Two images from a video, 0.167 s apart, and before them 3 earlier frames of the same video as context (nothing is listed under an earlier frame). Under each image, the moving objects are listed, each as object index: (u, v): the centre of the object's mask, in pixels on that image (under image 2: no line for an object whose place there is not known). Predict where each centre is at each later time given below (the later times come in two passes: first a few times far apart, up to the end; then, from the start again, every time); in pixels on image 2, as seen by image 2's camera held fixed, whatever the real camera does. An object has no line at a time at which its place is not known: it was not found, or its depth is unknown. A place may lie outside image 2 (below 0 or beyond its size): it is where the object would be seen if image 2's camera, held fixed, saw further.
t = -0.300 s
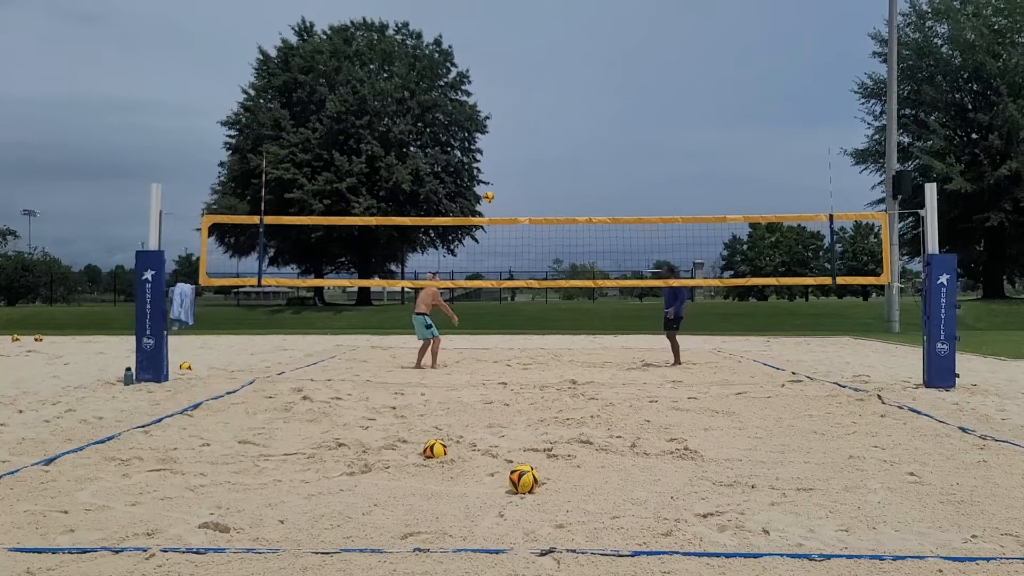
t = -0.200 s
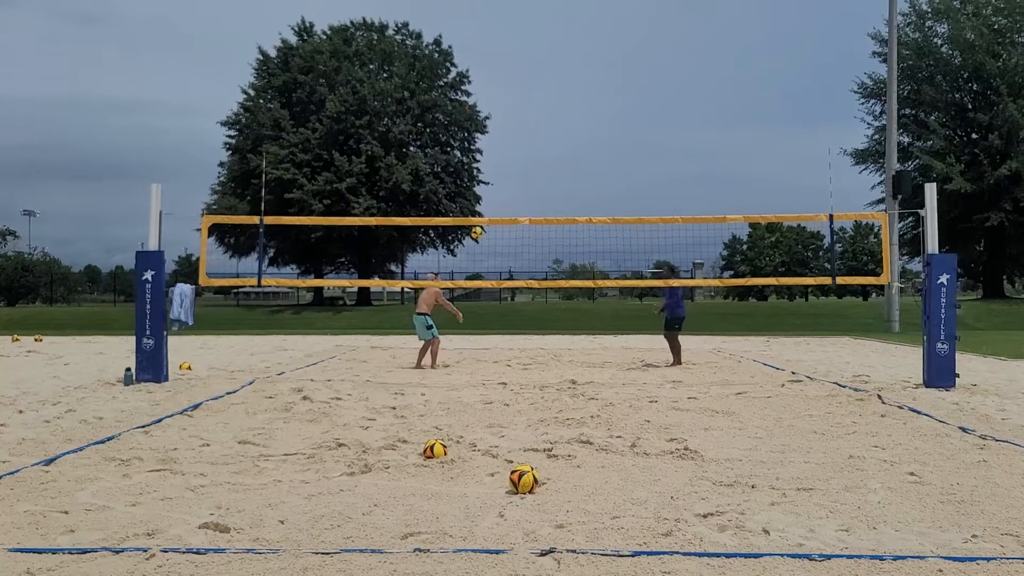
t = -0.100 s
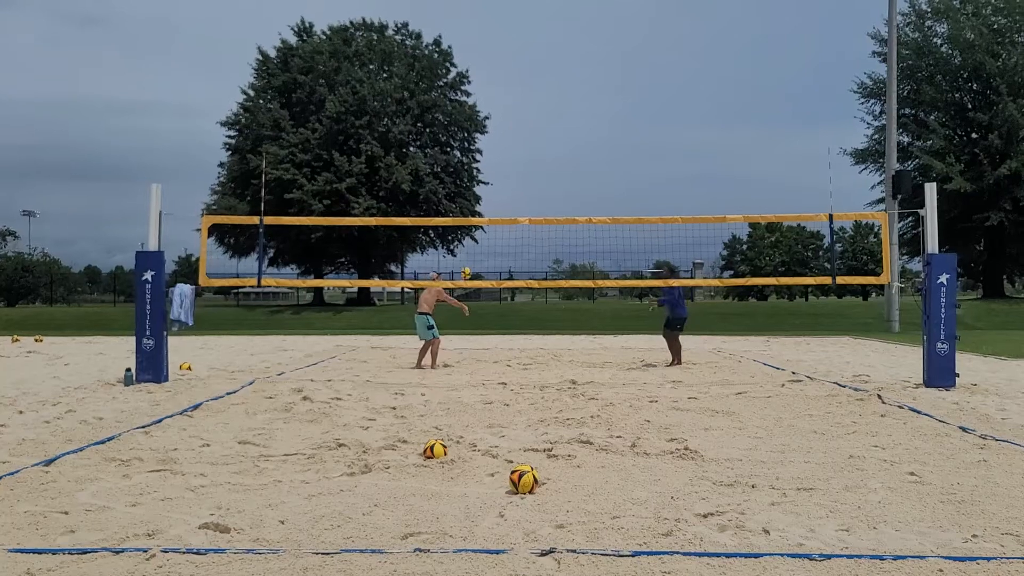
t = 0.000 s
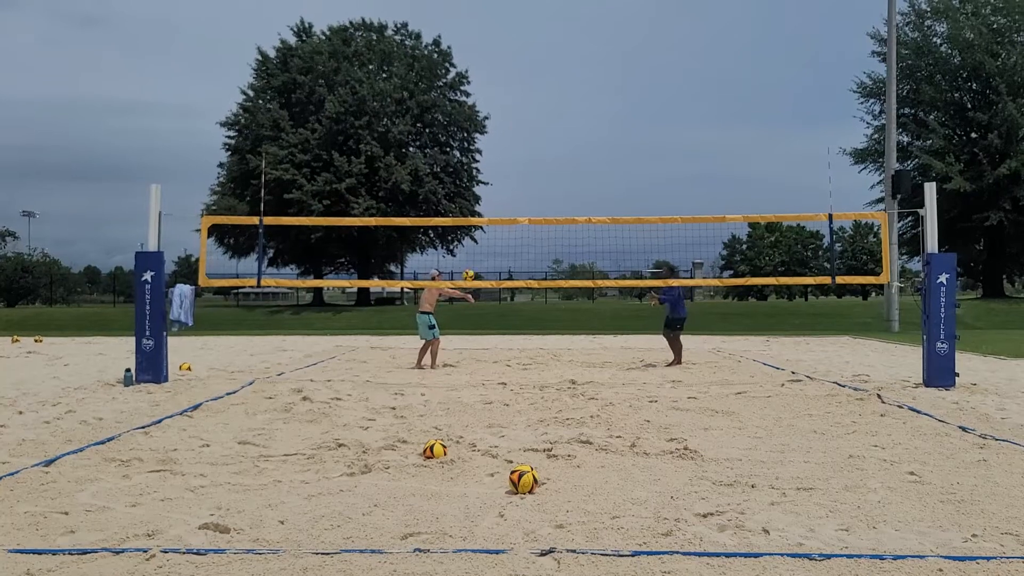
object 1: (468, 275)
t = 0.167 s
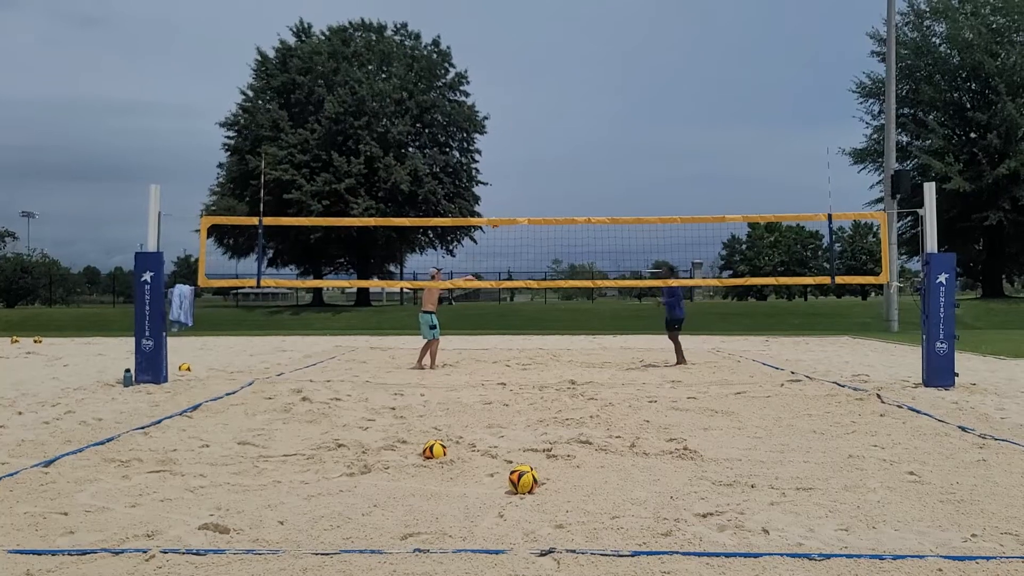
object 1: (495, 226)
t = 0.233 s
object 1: (504, 206)
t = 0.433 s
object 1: (534, 172)
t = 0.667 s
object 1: (566, 161)
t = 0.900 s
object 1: (596, 179)
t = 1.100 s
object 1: (620, 215)
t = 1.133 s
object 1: (624, 228)
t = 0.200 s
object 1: (499, 213)
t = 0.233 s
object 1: (504, 206)
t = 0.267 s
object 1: (510, 199)
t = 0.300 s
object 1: (515, 193)
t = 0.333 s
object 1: (519, 187)
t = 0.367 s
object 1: (524, 181)
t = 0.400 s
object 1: (529, 177)
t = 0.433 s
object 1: (534, 172)
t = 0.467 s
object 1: (539, 169)
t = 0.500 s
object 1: (543, 166)
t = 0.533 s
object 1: (548, 164)
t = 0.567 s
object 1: (553, 162)
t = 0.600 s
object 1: (557, 161)
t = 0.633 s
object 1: (562, 160)
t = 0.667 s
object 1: (566, 161)
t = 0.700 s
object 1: (571, 162)
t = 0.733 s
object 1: (575, 163)
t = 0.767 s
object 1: (580, 165)
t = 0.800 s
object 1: (584, 168)
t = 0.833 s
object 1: (588, 171)
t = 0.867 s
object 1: (592, 174)
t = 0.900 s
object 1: (596, 179)
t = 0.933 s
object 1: (600, 184)
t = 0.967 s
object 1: (604, 190)
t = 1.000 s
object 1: (608, 196)
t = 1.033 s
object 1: (612, 202)
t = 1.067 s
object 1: (616, 210)
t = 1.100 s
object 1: (620, 215)
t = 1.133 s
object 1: (624, 228)
